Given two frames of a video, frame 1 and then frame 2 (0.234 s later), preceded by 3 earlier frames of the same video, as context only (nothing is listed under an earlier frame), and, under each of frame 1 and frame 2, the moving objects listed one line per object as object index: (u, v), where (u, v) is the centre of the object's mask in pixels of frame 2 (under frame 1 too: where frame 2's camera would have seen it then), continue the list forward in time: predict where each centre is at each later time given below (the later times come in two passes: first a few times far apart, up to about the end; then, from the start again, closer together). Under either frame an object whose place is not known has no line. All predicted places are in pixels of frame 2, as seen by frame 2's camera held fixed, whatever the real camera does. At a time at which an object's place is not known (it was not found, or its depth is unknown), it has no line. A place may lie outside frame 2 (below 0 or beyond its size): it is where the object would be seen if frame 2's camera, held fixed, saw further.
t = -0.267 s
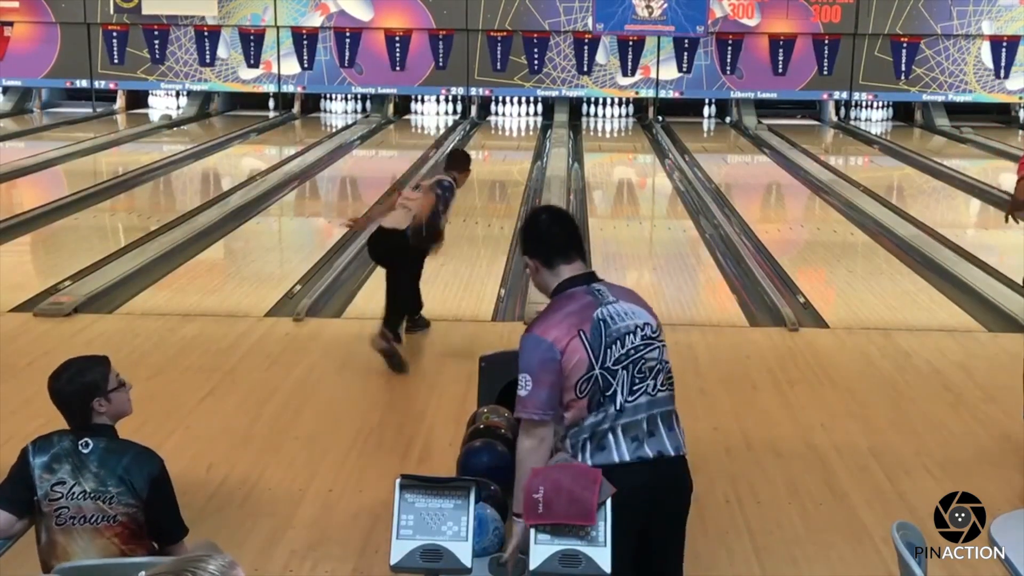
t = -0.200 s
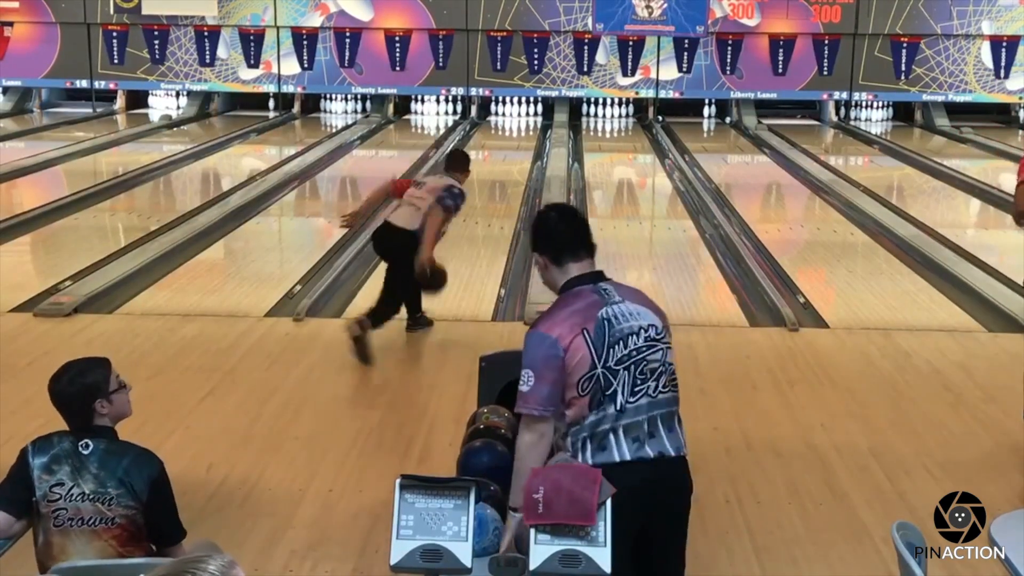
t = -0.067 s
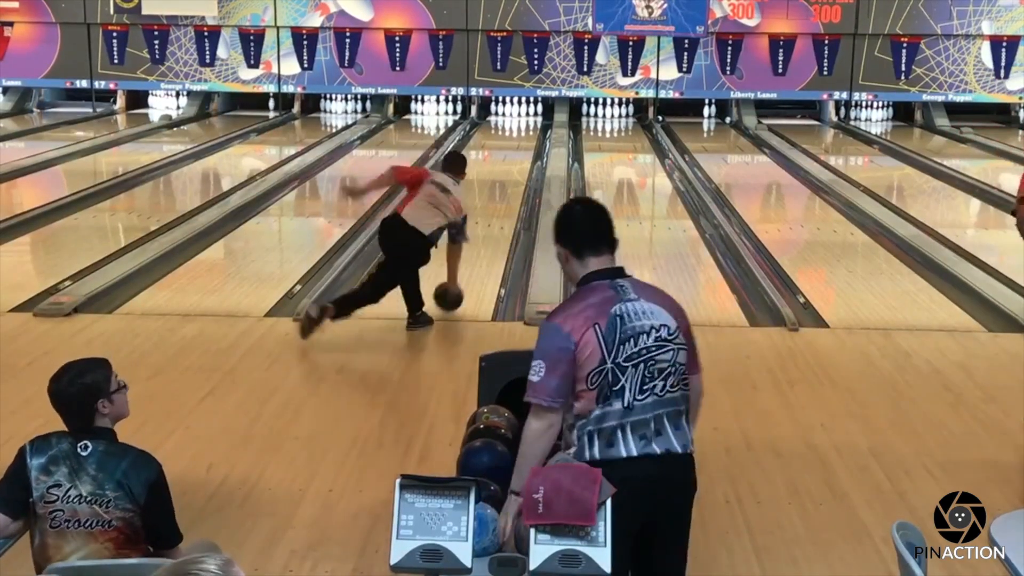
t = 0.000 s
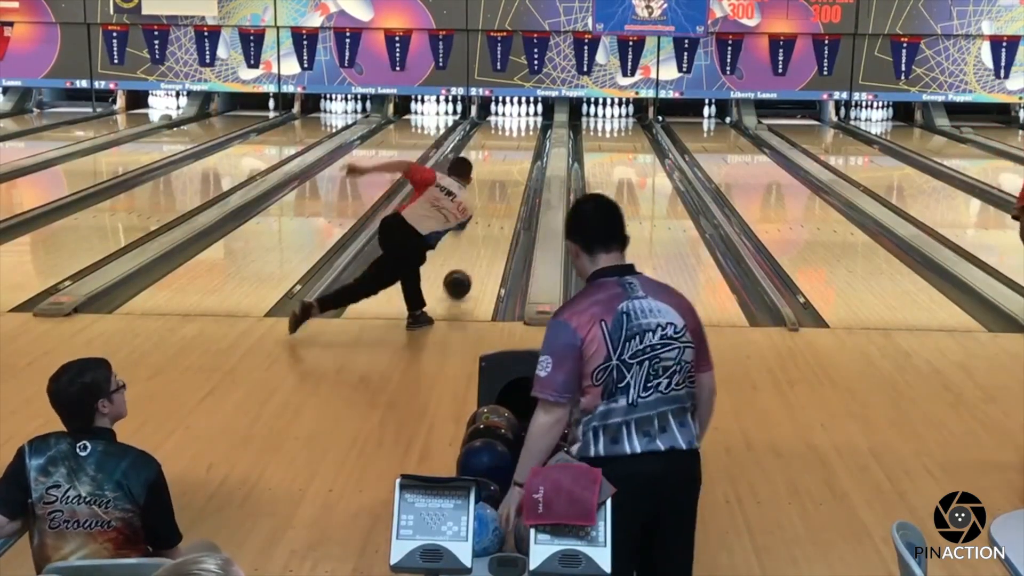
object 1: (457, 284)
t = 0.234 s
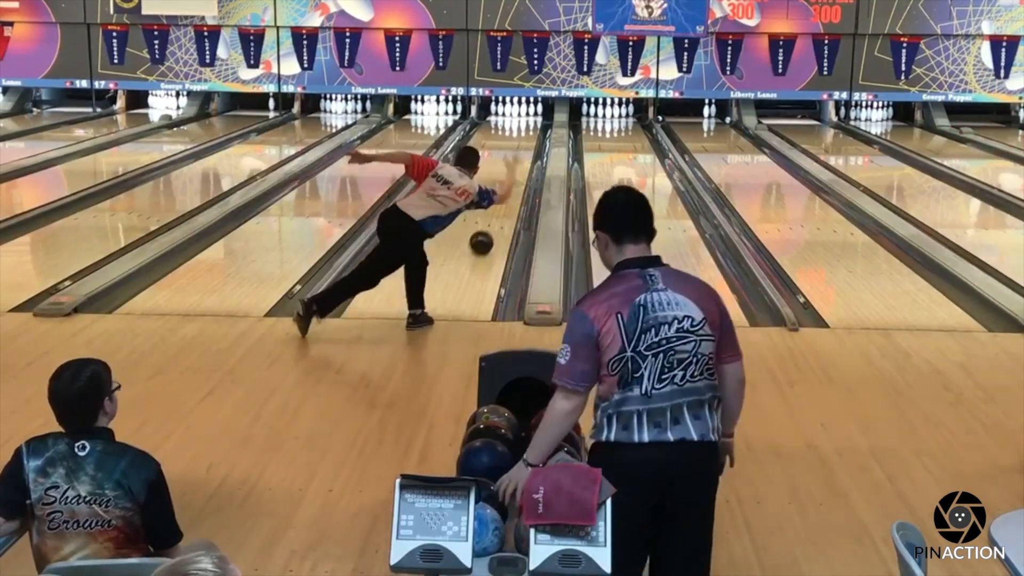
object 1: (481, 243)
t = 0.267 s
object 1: (484, 238)
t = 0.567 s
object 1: (503, 201)
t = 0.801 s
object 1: (513, 179)
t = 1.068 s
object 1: (521, 160)
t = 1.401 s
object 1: (527, 141)
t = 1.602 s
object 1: (528, 132)
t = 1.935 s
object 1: (525, 120)
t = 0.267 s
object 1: (484, 238)
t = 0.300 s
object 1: (487, 232)
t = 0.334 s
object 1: (489, 228)
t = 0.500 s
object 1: (500, 208)
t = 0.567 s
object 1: (503, 201)
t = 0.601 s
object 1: (504, 197)
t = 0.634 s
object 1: (506, 194)
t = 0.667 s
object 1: (507, 191)
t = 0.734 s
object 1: (510, 185)
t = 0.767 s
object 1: (511, 182)
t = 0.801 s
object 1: (513, 179)
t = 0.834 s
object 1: (514, 176)
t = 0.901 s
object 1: (516, 171)
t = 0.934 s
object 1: (517, 169)
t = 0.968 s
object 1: (518, 167)
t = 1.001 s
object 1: (519, 165)
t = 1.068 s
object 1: (521, 160)
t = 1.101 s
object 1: (522, 158)
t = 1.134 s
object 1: (522, 156)
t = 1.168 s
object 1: (523, 154)
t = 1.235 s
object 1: (524, 150)
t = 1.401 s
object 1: (527, 141)
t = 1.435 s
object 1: (527, 139)
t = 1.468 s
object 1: (527, 137)
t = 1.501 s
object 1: (527, 136)
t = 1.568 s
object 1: (527, 134)
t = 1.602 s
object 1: (528, 132)
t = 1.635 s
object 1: (527, 130)
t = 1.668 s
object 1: (527, 129)
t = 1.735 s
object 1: (527, 127)
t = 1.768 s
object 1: (527, 126)
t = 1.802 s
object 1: (526, 124)
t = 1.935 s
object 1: (525, 120)
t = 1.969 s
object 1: (524, 119)
